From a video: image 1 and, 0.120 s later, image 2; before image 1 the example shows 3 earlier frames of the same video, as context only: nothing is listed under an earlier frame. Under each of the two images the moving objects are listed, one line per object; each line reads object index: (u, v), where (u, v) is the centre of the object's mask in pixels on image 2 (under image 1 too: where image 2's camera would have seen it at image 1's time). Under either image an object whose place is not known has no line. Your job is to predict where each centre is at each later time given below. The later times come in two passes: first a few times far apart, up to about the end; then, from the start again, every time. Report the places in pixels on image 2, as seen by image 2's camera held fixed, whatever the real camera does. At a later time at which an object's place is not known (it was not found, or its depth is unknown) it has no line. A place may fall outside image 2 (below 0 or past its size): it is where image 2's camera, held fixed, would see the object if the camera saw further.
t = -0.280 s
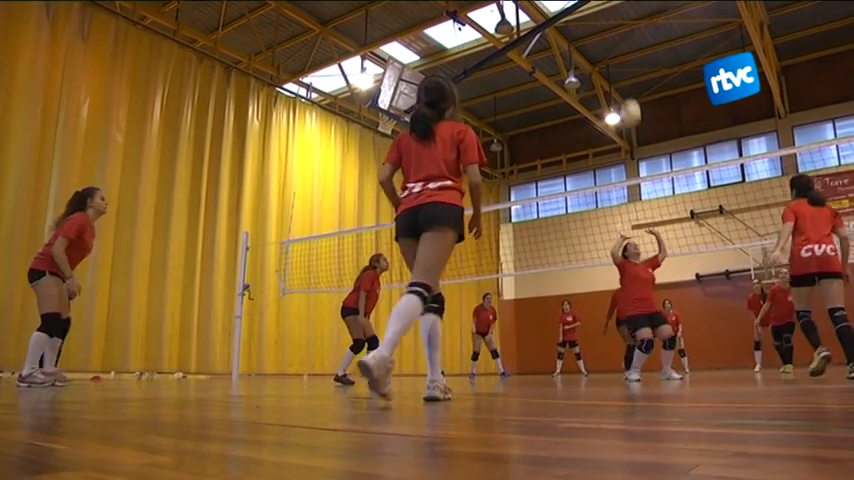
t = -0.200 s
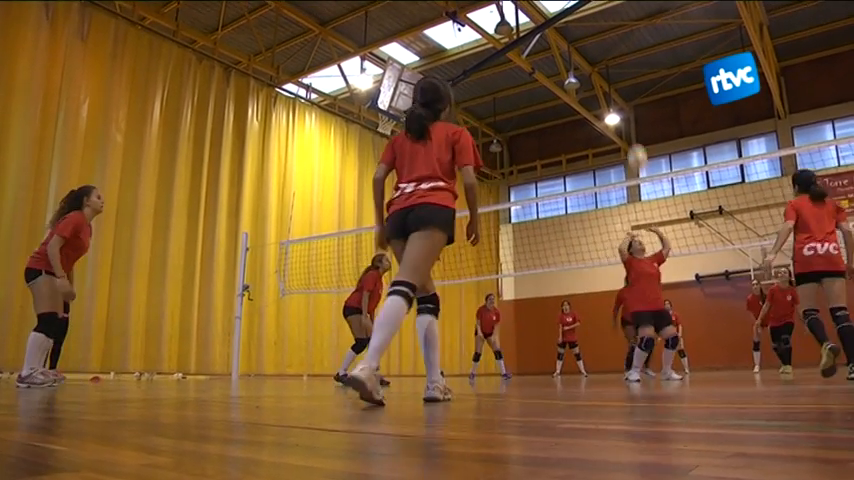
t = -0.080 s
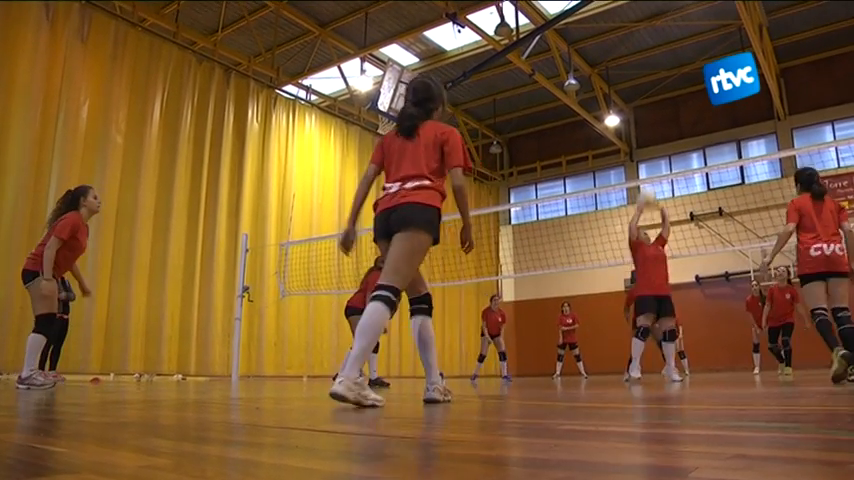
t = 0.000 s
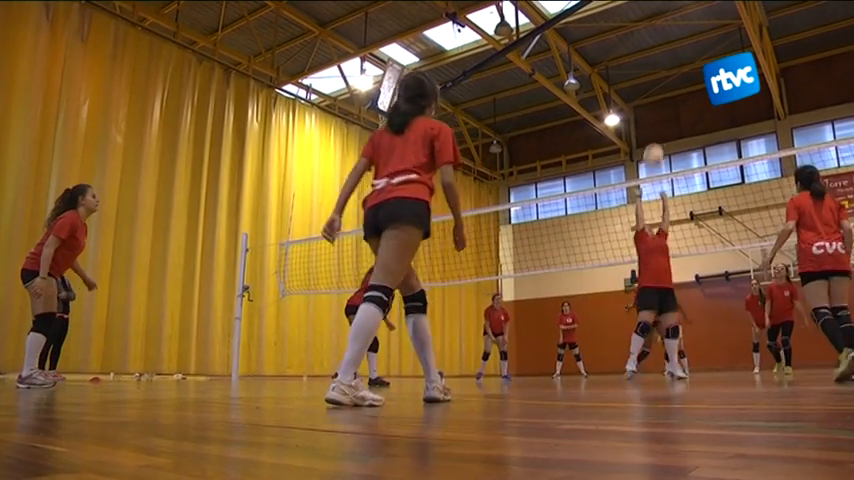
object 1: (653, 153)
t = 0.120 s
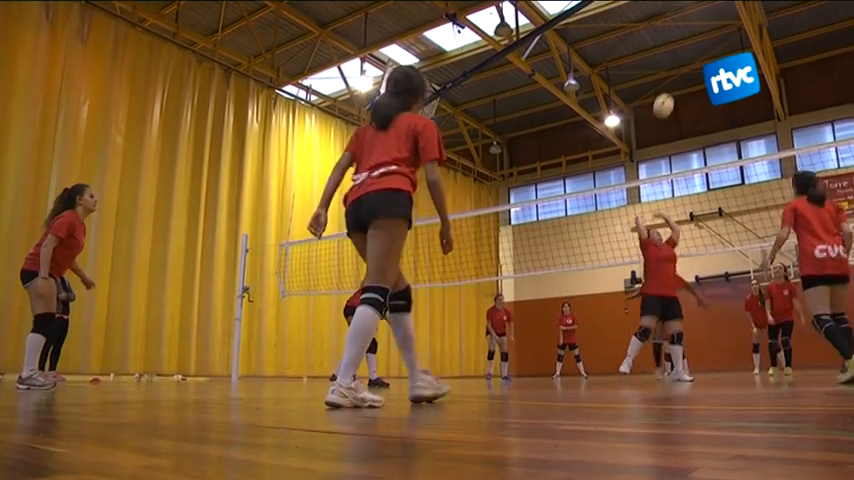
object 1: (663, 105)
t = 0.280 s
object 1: (678, 56)
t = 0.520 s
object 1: (707, 20)
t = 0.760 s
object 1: (746, 34)
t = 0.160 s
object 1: (667, 91)
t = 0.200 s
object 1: (670, 78)
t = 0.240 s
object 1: (674, 66)
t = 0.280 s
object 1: (678, 56)
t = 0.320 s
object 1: (683, 47)
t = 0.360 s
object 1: (687, 39)
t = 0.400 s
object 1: (692, 32)
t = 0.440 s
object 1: (697, 27)
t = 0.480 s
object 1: (702, 23)
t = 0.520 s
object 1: (707, 20)
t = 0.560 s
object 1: (713, 19)
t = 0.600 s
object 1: (719, 19)
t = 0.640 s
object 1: (725, 21)
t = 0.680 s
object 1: (731, 23)
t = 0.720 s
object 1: (739, 28)
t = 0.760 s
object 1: (746, 34)
